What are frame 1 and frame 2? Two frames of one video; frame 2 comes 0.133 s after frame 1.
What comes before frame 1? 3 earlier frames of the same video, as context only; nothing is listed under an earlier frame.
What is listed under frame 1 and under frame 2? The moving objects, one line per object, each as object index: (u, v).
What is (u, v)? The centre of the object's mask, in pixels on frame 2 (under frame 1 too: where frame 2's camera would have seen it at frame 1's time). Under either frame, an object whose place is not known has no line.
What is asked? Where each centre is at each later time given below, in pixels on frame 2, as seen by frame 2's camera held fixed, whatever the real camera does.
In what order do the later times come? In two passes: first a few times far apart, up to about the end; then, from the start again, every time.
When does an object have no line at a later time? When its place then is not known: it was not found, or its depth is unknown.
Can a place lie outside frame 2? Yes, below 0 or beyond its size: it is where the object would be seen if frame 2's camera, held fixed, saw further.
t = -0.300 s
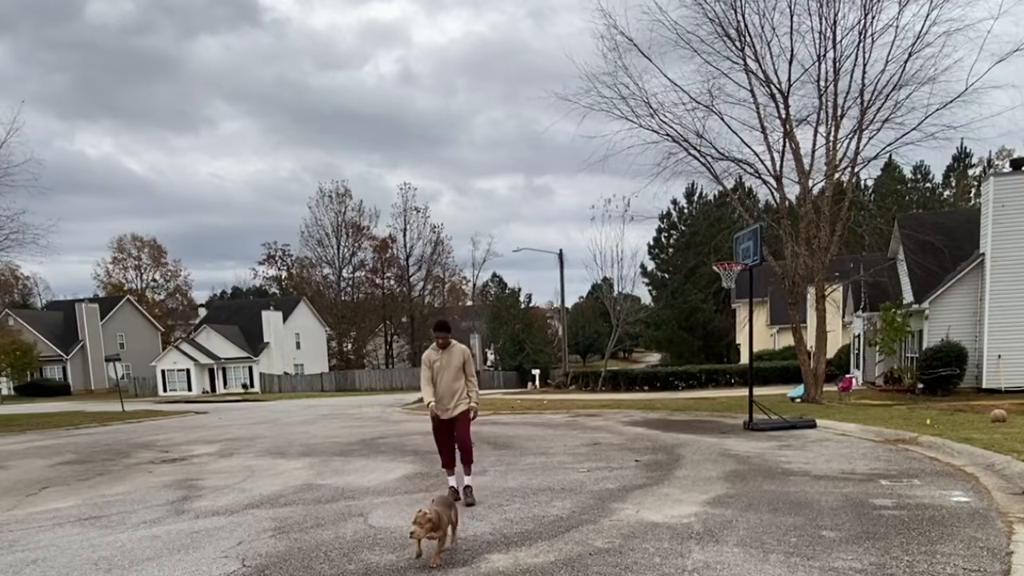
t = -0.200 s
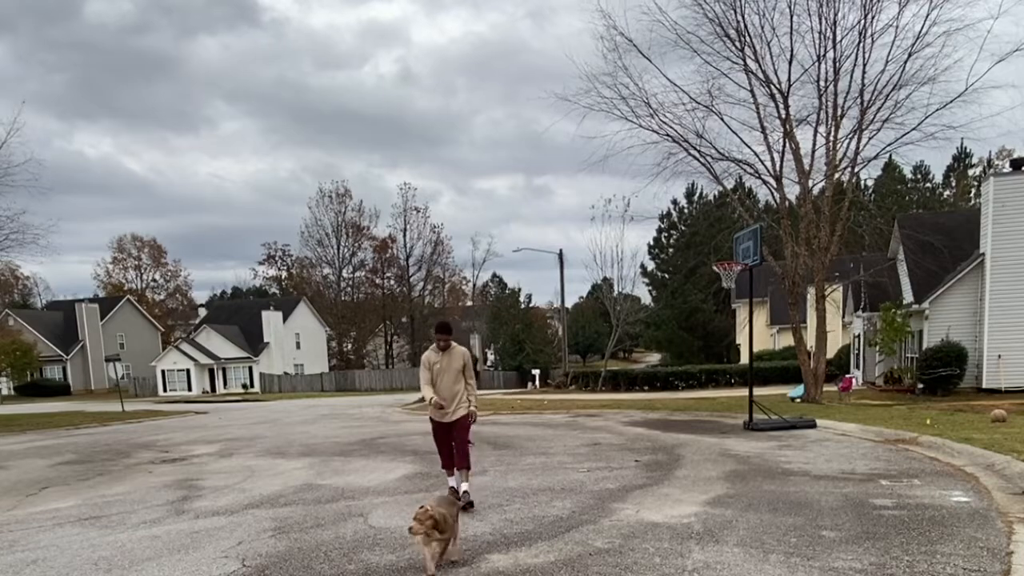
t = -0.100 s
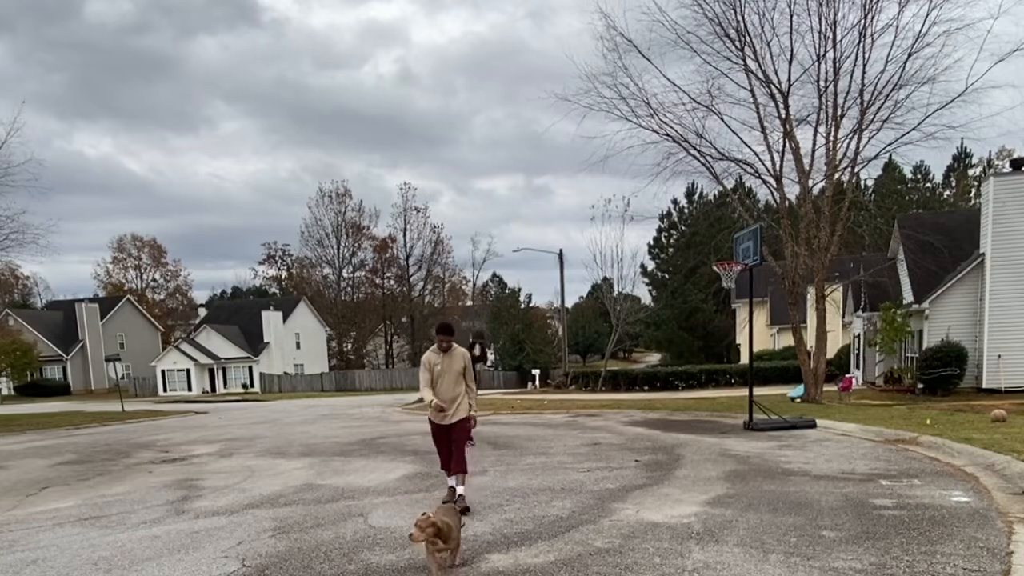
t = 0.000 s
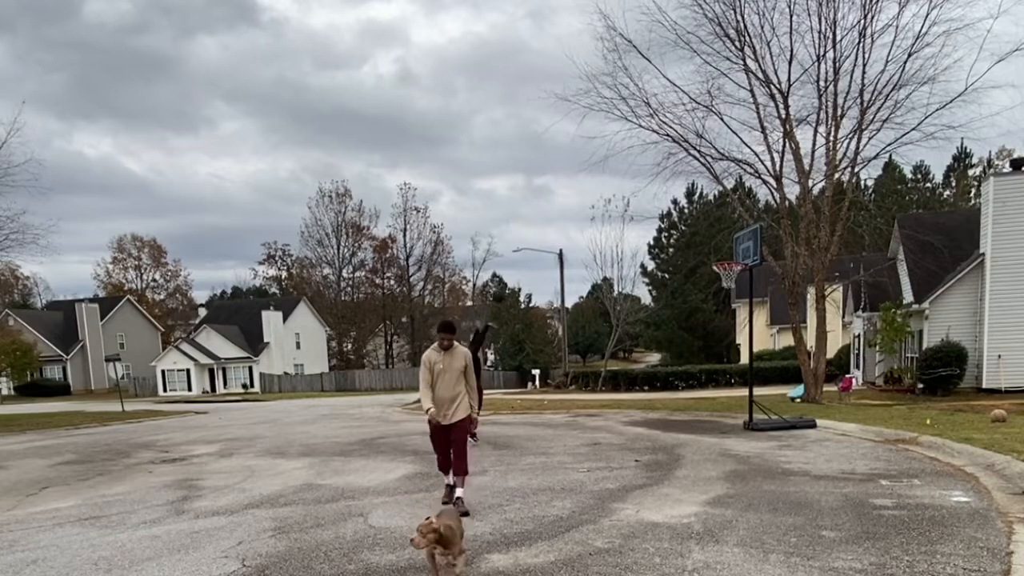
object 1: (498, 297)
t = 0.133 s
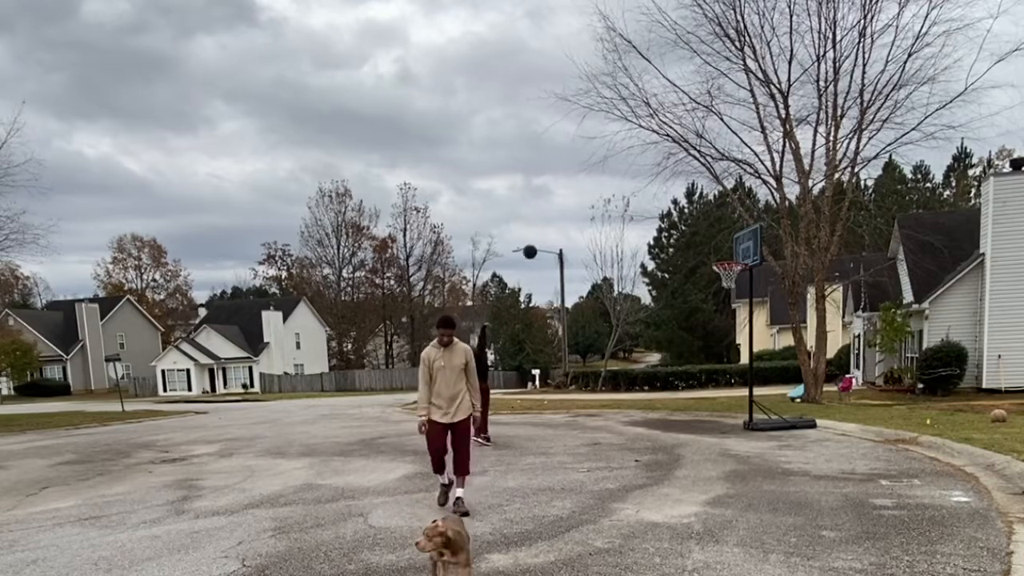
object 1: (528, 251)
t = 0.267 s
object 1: (562, 218)
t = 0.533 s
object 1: (627, 184)
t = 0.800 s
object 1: (695, 194)
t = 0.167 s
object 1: (538, 242)
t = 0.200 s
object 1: (546, 234)
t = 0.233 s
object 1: (554, 226)
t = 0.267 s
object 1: (562, 218)
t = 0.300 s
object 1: (570, 212)
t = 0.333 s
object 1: (578, 206)
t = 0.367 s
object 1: (586, 201)
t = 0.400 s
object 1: (594, 196)
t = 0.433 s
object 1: (603, 192)
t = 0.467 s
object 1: (611, 188)
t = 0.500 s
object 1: (619, 186)
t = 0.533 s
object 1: (627, 184)
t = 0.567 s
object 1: (635, 183)
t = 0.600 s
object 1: (644, 182)
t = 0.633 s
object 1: (652, 182)
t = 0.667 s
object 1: (660, 183)
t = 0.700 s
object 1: (668, 185)
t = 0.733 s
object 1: (676, 187)
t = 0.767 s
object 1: (685, 190)
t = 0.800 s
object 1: (695, 194)
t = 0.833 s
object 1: (701, 197)
